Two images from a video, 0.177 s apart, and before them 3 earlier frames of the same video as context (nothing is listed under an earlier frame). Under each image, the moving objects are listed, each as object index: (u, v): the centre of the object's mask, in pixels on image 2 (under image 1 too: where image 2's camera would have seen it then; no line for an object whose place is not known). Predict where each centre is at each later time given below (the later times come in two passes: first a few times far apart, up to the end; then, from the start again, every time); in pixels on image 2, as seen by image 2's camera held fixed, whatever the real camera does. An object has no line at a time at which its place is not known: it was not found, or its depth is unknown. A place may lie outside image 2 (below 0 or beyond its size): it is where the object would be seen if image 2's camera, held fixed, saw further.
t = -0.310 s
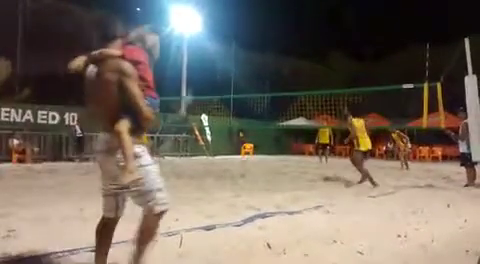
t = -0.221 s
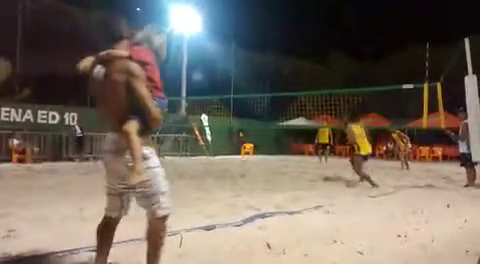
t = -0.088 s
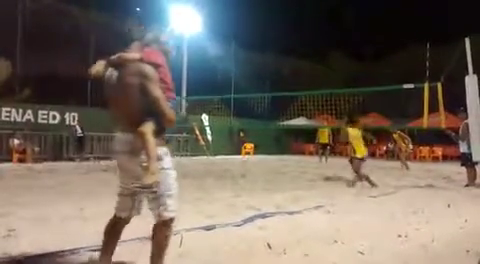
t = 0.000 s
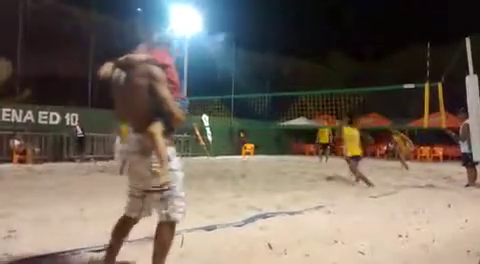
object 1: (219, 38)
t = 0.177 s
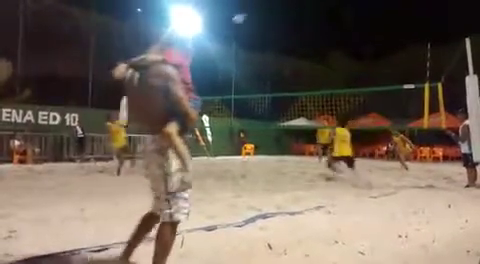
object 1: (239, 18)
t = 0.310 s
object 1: (252, 10)
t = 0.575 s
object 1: (277, 12)
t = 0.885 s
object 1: (304, 43)
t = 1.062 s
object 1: (318, 72)
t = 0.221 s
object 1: (242, 15)
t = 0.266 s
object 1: (247, 12)
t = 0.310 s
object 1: (252, 10)
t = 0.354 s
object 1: (257, 9)
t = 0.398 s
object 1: (260, 8)
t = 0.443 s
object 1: (264, 9)
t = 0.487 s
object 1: (268, 10)
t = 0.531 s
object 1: (272, 10)
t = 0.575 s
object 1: (277, 12)
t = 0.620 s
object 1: (280, 15)
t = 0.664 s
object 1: (284, 18)
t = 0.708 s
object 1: (288, 22)
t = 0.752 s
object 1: (293, 26)
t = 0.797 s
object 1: (297, 31)
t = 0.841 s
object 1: (300, 36)
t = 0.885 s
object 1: (304, 43)
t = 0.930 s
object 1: (308, 49)
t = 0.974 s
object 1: (311, 56)
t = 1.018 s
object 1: (315, 64)
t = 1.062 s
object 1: (318, 72)
